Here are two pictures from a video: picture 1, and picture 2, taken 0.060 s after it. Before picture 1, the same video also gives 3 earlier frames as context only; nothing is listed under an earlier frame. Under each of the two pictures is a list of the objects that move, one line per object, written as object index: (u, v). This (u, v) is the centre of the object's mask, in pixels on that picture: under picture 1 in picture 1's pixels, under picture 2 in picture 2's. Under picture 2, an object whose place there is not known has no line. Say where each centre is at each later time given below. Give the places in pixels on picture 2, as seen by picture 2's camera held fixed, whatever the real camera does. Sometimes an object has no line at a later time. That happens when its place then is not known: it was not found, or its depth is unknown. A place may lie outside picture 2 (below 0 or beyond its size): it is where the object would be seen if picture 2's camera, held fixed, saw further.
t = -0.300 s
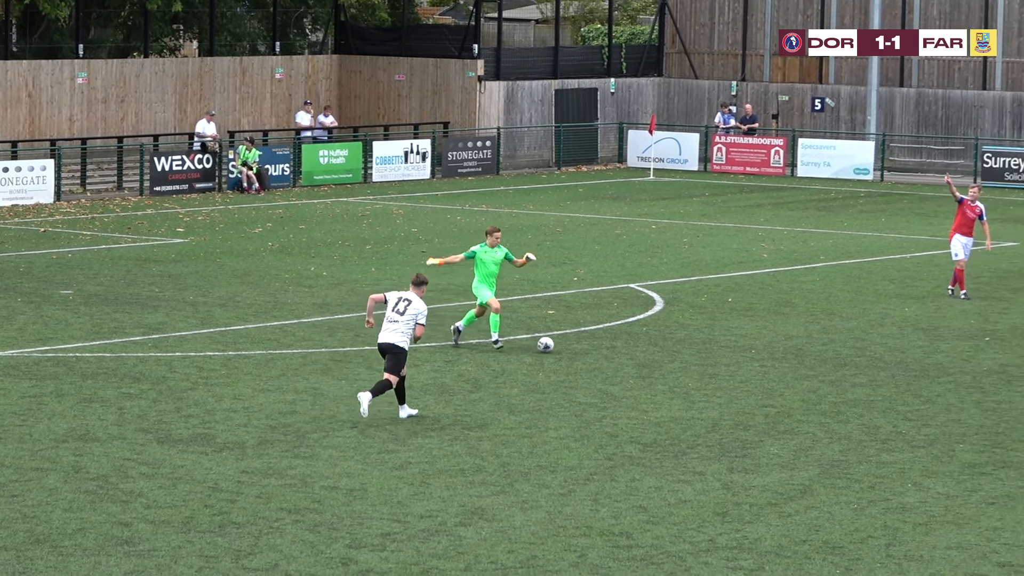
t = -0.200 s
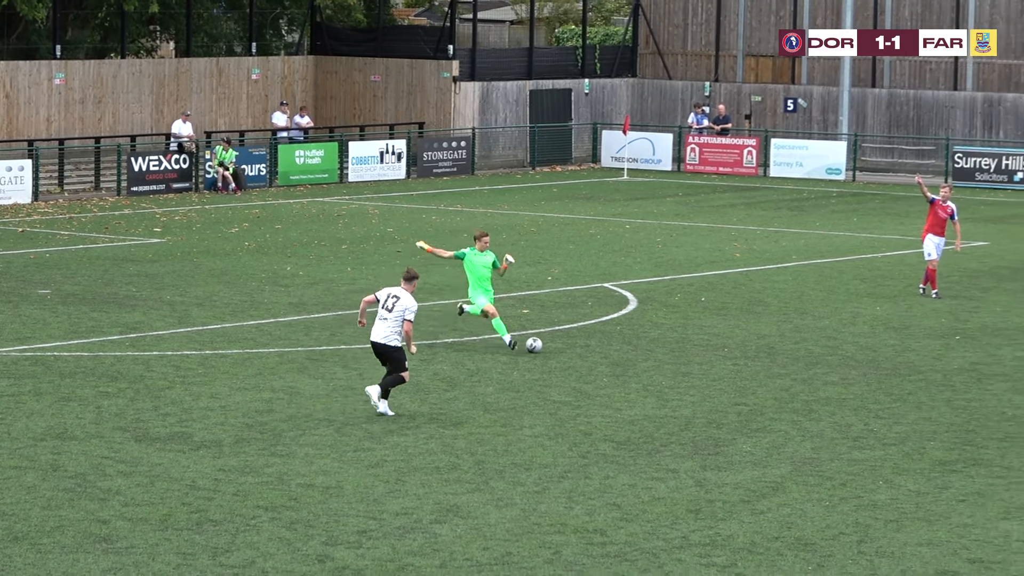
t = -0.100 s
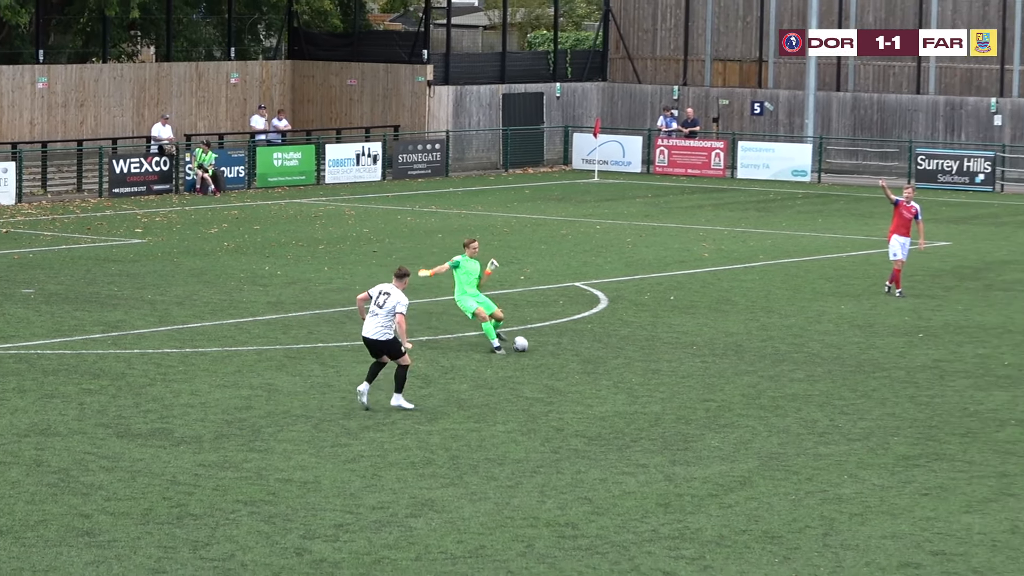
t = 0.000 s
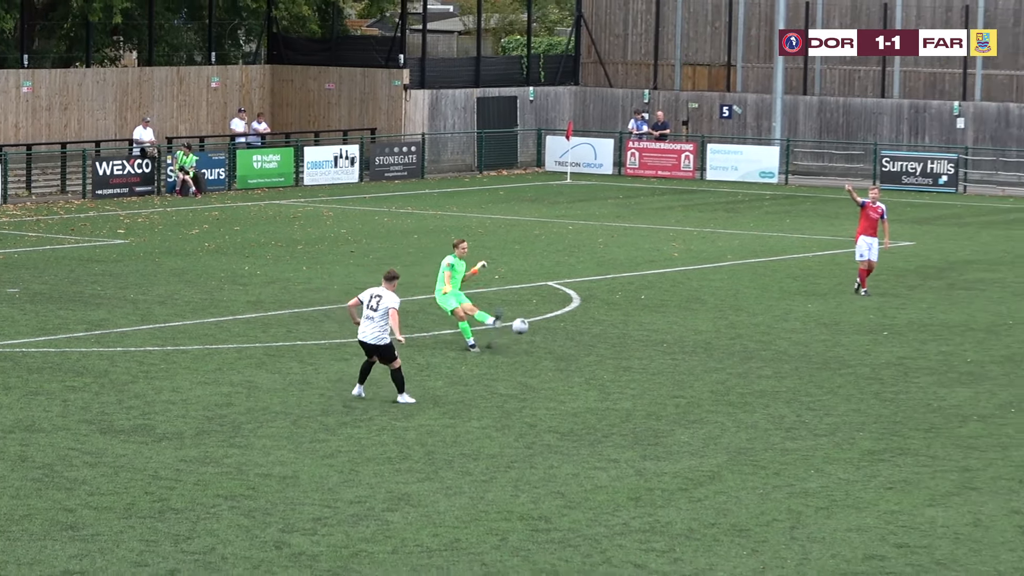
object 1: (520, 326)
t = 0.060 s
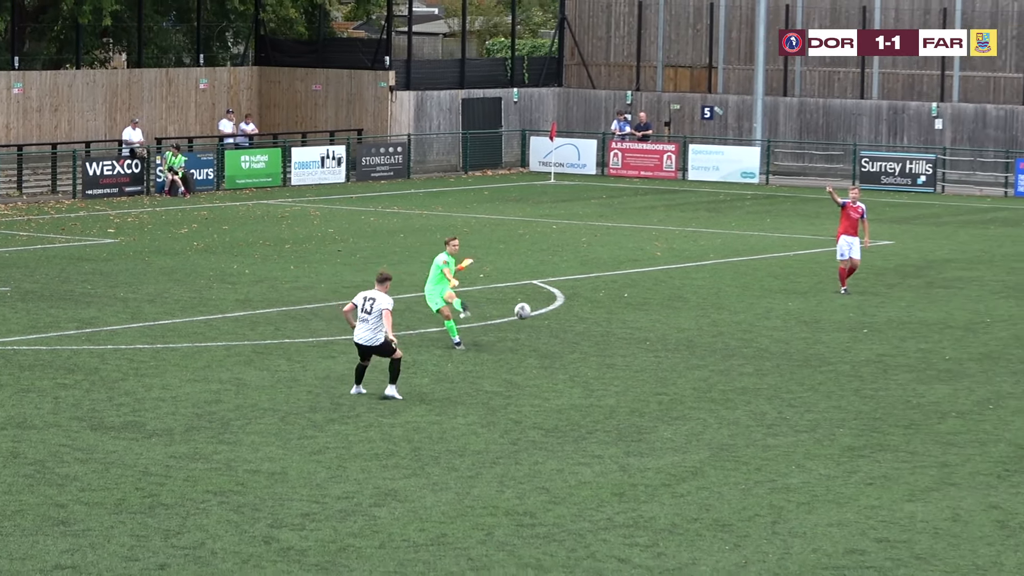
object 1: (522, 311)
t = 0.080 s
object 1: (527, 307)
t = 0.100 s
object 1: (531, 303)
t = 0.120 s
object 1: (536, 300)
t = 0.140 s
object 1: (540, 296)
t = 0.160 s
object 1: (544, 293)
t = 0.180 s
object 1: (548, 291)
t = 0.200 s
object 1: (552, 287)
